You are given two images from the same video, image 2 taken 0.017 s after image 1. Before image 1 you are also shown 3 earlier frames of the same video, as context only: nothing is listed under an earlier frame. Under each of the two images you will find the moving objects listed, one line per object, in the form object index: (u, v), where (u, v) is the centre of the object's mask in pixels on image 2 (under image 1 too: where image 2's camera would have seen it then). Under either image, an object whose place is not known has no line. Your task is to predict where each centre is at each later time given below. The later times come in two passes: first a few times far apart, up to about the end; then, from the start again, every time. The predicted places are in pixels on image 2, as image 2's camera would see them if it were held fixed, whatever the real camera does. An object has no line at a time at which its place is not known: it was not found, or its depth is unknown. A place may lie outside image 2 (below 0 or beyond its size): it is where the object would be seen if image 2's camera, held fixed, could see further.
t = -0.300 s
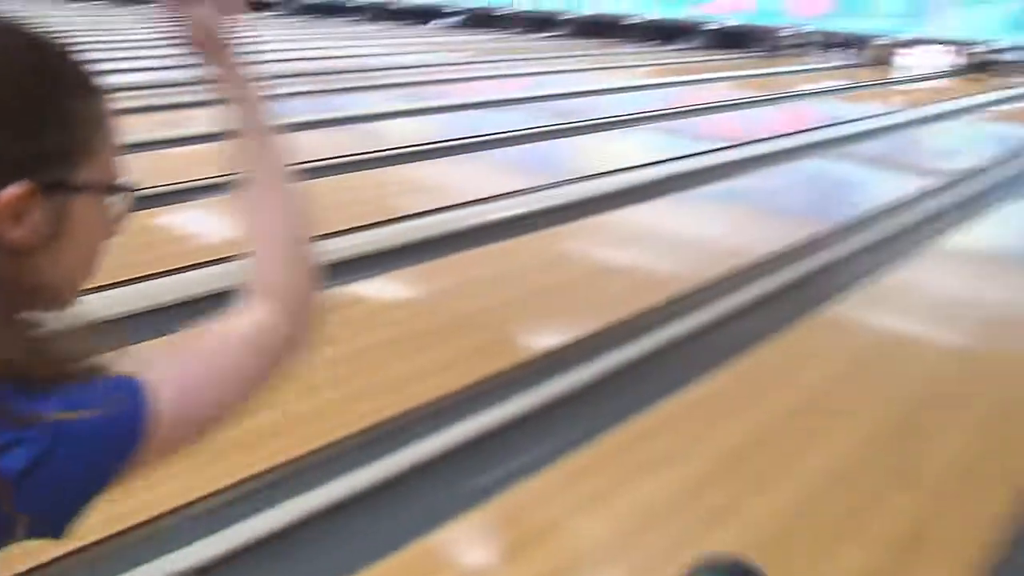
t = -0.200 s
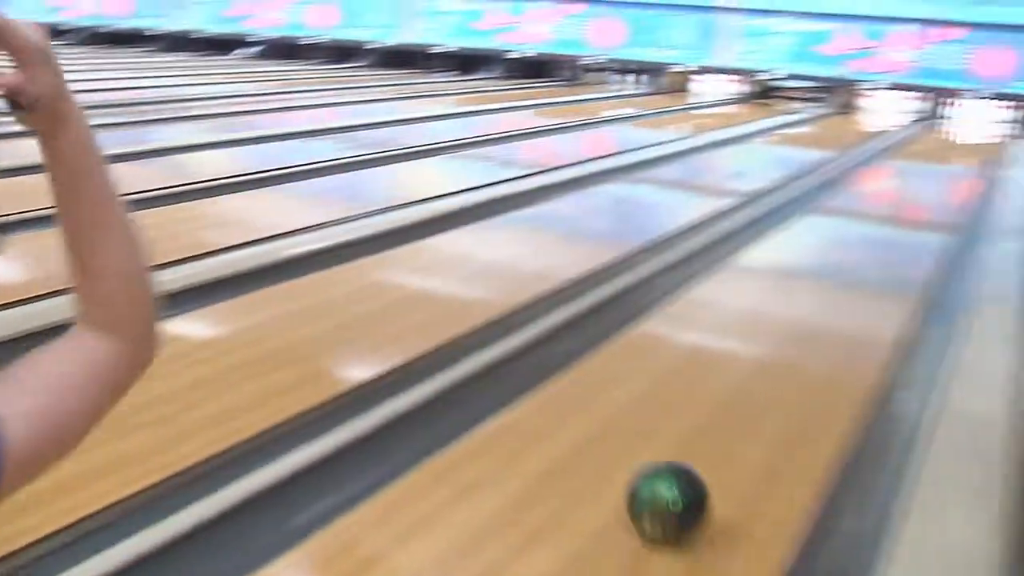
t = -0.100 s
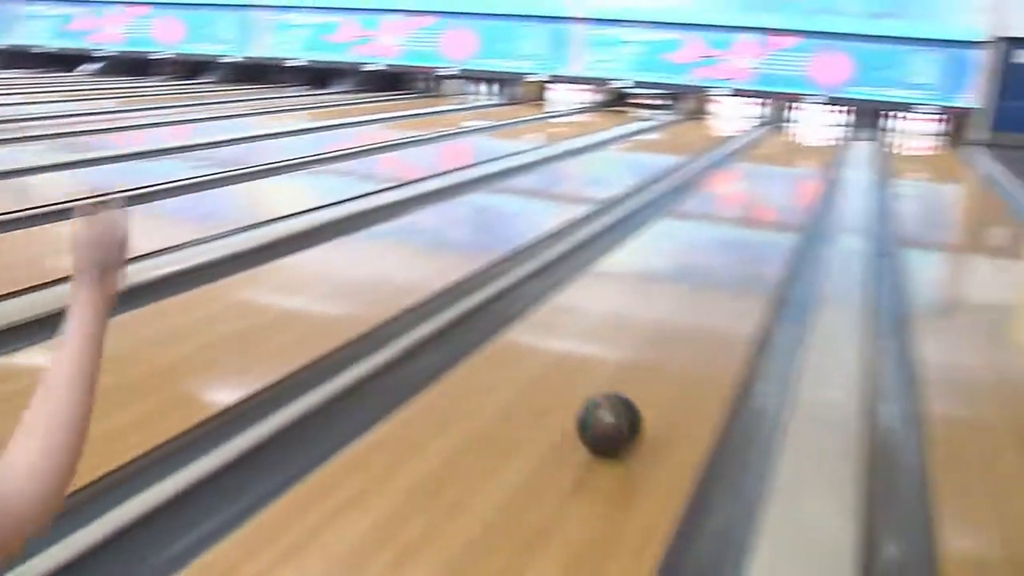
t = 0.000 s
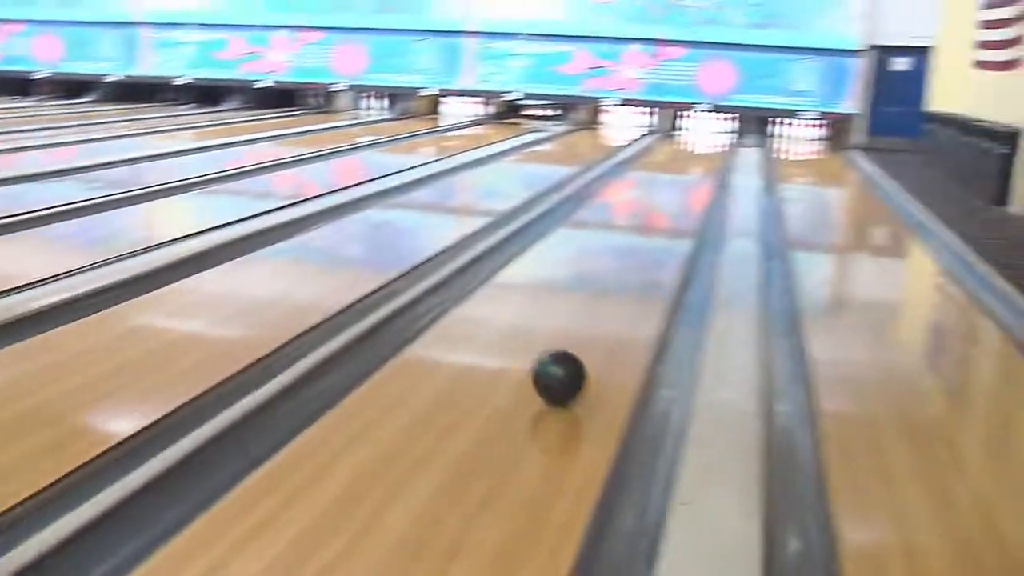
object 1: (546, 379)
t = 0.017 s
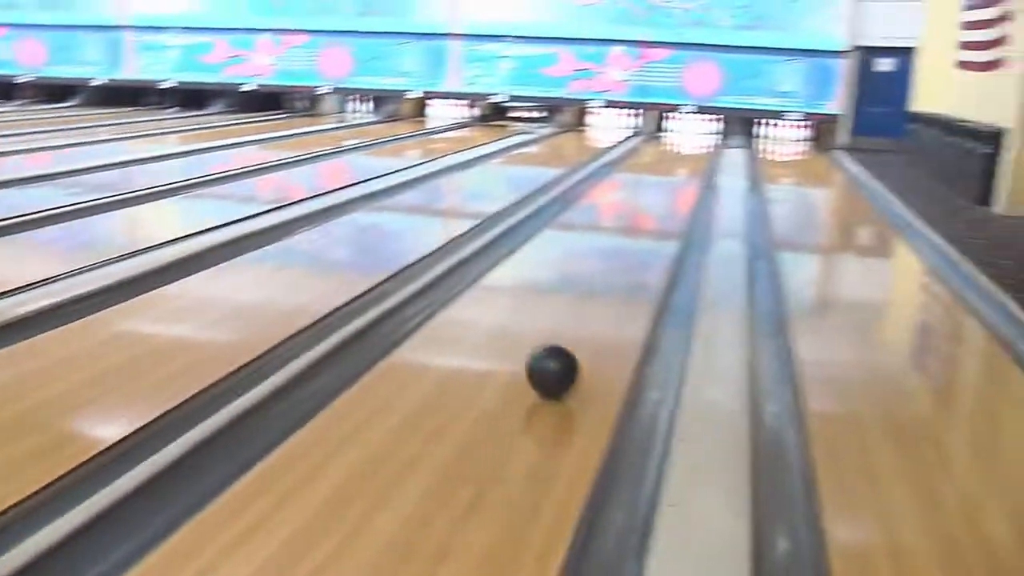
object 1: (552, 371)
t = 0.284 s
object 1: (615, 282)
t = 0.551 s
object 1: (649, 234)
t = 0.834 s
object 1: (670, 201)
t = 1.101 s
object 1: (682, 181)
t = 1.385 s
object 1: (691, 166)
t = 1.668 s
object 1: (696, 154)
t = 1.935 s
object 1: (700, 145)
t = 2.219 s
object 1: (701, 139)
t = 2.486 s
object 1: (700, 133)
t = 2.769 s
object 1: (701, 128)
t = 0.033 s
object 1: (557, 363)
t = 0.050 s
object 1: (563, 356)
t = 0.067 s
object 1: (568, 349)
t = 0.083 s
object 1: (573, 343)
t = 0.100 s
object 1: (577, 336)
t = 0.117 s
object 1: (581, 330)
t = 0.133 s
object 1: (585, 324)
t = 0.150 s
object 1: (589, 319)
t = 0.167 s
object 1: (593, 314)
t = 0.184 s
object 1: (597, 309)
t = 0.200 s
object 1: (600, 304)
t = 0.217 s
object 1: (603, 299)
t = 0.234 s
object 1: (606, 295)
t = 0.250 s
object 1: (609, 290)
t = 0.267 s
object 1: (612, 286)
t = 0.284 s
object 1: (615, 282)
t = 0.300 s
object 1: (618, 278)
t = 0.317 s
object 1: (620, 275)
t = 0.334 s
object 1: (623, 271)
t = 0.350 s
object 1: (625, 268)
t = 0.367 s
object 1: (627, 264)
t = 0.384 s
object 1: (630, 261)
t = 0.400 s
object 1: (632, 258)
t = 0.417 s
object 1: (634, 255)
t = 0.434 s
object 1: (636, 252)
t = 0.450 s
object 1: (638, 249)
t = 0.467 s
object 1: (640, 246)
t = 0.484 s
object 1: (642, 244)
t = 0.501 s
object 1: (643, 241)
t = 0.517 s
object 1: (645, 238)
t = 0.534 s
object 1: (647, 236)
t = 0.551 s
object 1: (649, 234)
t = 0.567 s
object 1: (650, 231)
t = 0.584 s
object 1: (652, 229)
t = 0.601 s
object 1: (653, 227)
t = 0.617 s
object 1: (655, 225)
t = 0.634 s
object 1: (656, 223)
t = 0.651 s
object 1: (657, 221)
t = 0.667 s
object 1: (659, 218)
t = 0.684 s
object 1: (660, 217)
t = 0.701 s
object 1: (661, 215)
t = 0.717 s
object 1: (662, 213)
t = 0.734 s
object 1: (663, 211)
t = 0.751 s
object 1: (664, 210)
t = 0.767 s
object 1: (666, 208)
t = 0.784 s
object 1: (666, 206)
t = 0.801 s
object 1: (668, 204)
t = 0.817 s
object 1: (669, 203)
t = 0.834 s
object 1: (670, 201)
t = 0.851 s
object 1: (670, 200)
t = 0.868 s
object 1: (671, 198)
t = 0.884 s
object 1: (672, 197)
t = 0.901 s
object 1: (673, 196)
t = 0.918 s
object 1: (674, 194)
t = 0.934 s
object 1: (675, 193)
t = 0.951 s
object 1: (676, 192)
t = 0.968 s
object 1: (677, 190)
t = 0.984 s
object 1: (677, 189)
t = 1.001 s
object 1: (678, 188)
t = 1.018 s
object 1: (679, 187)
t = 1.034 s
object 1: (679, 186)
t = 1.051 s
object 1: (680, 184)
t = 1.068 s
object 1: (681, 183)
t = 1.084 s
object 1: (681, 182)
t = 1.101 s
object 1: (682, 181)
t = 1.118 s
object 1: (683, 180)
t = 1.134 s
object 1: (683, 179)
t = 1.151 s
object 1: (683, 178)
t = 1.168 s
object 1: (684, 177)
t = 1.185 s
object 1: (685, 176)
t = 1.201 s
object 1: (685, 175)
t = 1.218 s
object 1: (686, 174)
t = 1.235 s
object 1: (686, 173)
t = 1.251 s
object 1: (687, 172)
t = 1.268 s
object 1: (688, 171)
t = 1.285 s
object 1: (688, 171)
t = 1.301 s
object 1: (688, 170)
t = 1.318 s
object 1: (689, 169)
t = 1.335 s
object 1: (689, 168)
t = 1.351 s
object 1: (690, 167)
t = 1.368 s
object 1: (690, 166)
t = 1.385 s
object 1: (691, 166)
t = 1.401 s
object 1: (690, 165)
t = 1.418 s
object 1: (691, 165)
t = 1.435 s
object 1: (693, 163)
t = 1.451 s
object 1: (692, 162)
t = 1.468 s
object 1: (692, 162)
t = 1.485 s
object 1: (692, 161)
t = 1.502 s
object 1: (693, 160)
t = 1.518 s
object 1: (693, 160)
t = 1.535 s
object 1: (694, 159)
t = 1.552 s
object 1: (694, 158)
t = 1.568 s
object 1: (694, 157)
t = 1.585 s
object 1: (695, 156)
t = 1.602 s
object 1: (696, 156)
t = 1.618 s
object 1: (695, 155)
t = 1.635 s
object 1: (696, 155)
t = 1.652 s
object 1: (697, 154)
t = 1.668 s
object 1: (696, 154)
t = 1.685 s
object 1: (696, 153)
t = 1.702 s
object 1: (696, 152)
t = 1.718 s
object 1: (696, 152)
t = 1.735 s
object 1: (697, 152)
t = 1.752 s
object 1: (697, 151)
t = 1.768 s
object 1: (699, 150)
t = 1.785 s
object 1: (698, 150)
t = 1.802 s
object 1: (699, 149)
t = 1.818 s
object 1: (700, 148)
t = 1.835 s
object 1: (699, 148)
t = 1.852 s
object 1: (699, 147)
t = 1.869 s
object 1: (699, 147)
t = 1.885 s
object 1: (699, 147)
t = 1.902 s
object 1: (700, 146)
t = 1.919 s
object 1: (700, 146)
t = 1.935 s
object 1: (700, 145)
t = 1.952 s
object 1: (700, 145)
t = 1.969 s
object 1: (700, 144)
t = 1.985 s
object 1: (700, 144)
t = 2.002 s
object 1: (700, 143)
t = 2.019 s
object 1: (701, 143)
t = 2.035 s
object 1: (701, 143)
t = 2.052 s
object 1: (700, 143)
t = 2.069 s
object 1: (701, 142)
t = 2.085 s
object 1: (701, 142)
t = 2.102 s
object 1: (701, 142)
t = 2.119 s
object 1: (701, 141)
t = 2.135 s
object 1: (701, 141)
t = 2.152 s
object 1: (701, 141)
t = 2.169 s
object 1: (701, 140)
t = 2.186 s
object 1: (701, 140)
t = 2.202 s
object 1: (701, 140)
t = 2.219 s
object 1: (701, 139)
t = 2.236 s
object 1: (701, 138)
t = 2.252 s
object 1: (700, 138)
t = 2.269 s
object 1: (700, 138)
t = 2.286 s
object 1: (700, 137)
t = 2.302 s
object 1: (700, 137)
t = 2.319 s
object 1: (701, 136)
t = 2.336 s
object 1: (700, 136)
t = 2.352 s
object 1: (701, 135)
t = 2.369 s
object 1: (701, 135)
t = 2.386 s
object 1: (700, 135)
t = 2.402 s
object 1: (700, 135)
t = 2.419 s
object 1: (700, 134)
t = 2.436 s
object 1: (700, 134)
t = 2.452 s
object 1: (700, 134)
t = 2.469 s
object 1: (700, 133)
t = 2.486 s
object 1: (700, 133)
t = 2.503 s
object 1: (701, 133)
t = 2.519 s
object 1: (700, 132)
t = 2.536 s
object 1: (700, 132)
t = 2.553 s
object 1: (700, 132)
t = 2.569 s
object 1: (700, 132)
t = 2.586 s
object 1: (700, 132)
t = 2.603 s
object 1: (700, 131)
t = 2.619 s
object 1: (701, 131)
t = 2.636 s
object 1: (701, 131)
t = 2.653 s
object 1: (700, 131)
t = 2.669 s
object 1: (700, 130)
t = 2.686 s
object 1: (700, 130)
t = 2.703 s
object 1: (700, 130)
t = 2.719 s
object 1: (700, 129)
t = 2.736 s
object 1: (701, 129)
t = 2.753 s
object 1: (701, 129)
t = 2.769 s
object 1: (701, 128)
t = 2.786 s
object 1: (702, 128)
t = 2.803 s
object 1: (702, 127)
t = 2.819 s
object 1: (701, 128)
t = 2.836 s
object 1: (700, 128)
